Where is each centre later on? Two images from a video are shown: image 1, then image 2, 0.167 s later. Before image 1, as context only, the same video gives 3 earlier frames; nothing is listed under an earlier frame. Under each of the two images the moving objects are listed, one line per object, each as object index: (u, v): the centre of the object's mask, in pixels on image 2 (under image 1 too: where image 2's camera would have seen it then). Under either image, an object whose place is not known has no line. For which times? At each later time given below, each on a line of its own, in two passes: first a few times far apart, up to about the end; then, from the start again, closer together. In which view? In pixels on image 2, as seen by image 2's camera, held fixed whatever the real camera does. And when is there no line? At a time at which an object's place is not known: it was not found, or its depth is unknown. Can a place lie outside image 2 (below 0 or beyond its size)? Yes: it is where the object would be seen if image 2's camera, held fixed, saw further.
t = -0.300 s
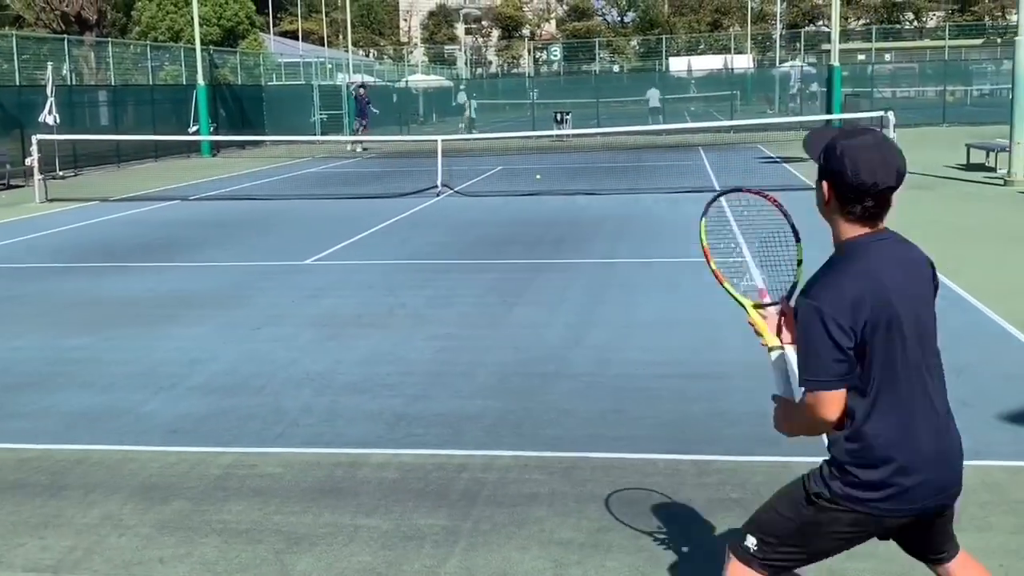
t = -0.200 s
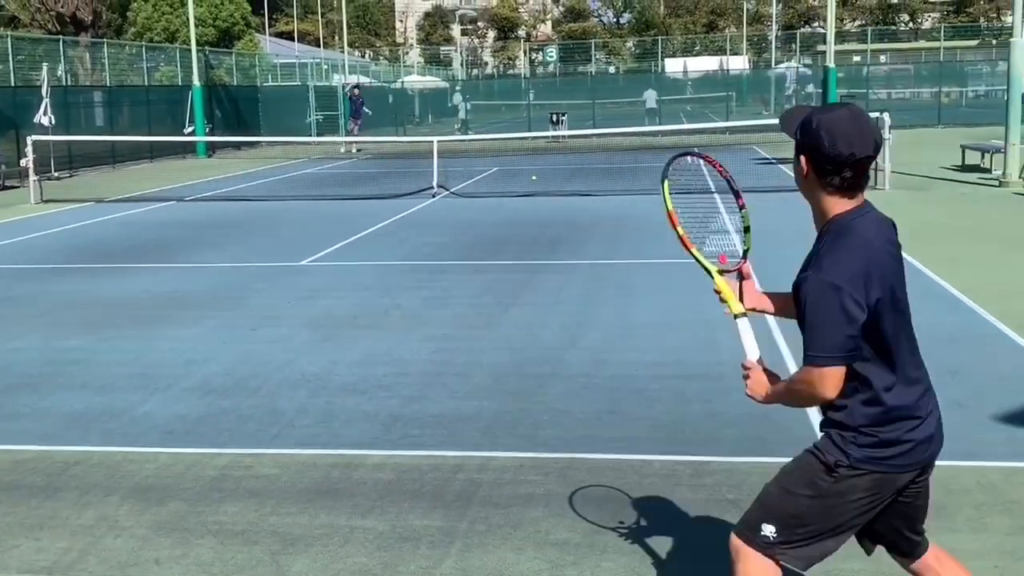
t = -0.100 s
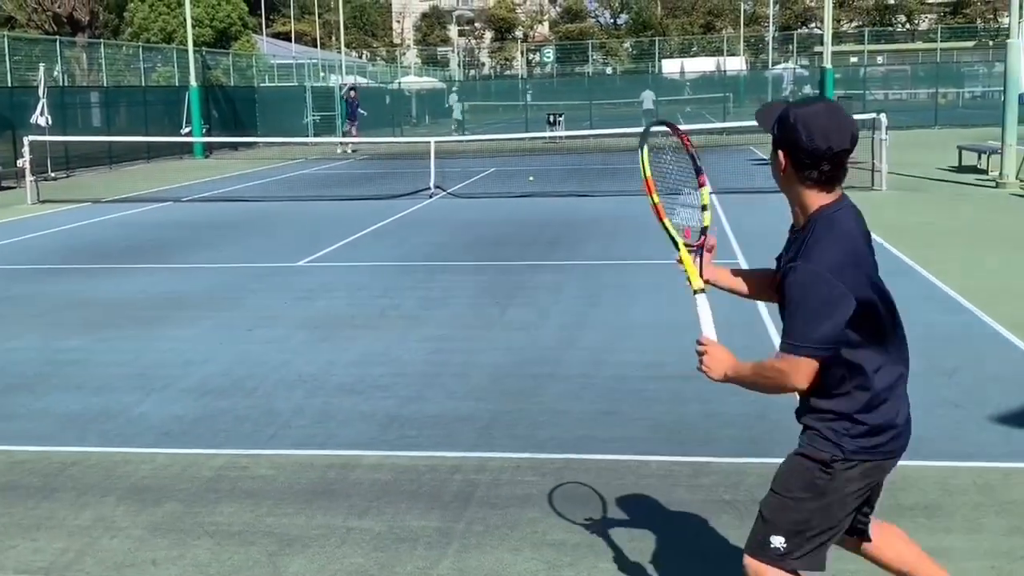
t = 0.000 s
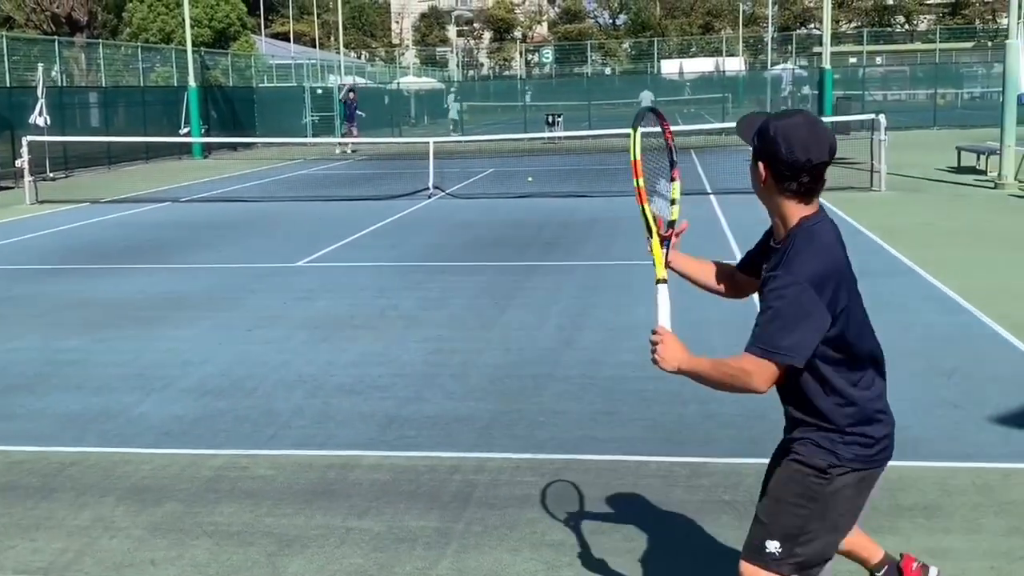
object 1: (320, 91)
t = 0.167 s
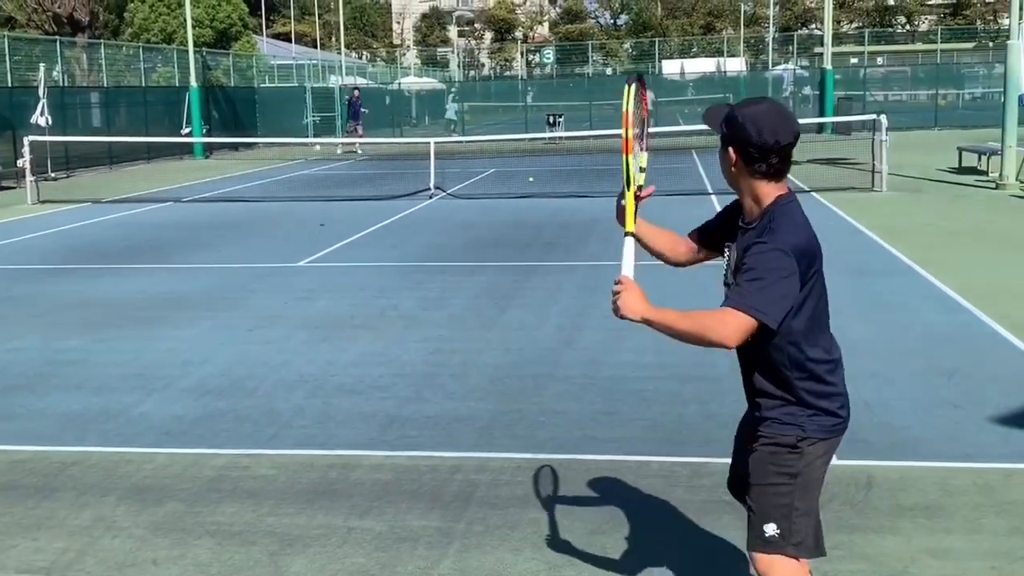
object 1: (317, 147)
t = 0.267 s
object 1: (315, 206)
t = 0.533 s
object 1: (306, 197)
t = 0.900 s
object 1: (294, 165)
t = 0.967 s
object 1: (291, 192)
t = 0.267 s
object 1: (315, 206)
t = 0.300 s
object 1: (314, 232)
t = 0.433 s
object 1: (310, 232)
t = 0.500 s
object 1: (307, 207)
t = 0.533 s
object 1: (306, 197)
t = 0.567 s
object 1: (305, 186)
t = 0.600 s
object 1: (304, 177)
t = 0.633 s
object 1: (303, 173)
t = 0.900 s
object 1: (294, 165)
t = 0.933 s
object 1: (292, 176)
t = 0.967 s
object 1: (291, 192)
